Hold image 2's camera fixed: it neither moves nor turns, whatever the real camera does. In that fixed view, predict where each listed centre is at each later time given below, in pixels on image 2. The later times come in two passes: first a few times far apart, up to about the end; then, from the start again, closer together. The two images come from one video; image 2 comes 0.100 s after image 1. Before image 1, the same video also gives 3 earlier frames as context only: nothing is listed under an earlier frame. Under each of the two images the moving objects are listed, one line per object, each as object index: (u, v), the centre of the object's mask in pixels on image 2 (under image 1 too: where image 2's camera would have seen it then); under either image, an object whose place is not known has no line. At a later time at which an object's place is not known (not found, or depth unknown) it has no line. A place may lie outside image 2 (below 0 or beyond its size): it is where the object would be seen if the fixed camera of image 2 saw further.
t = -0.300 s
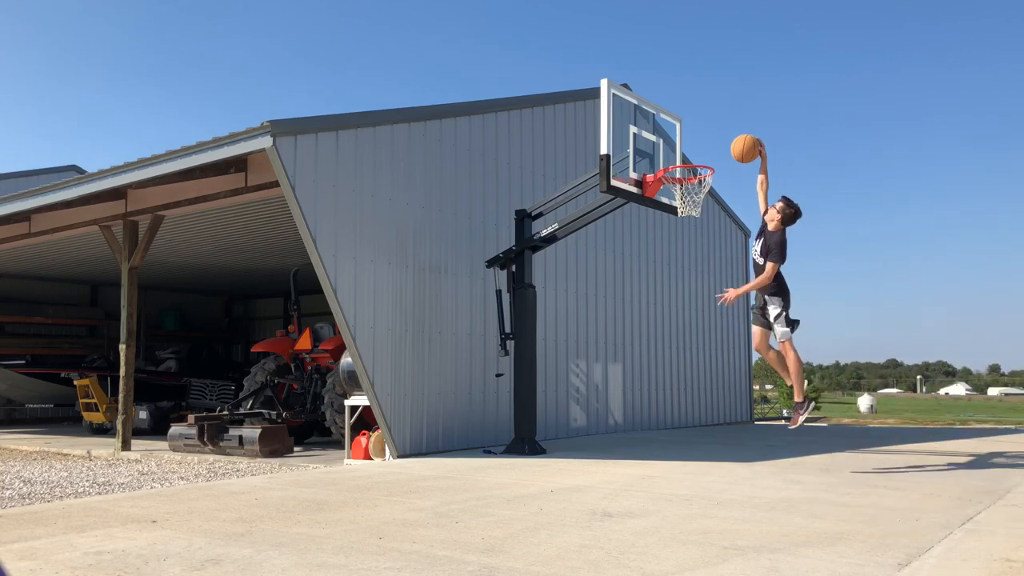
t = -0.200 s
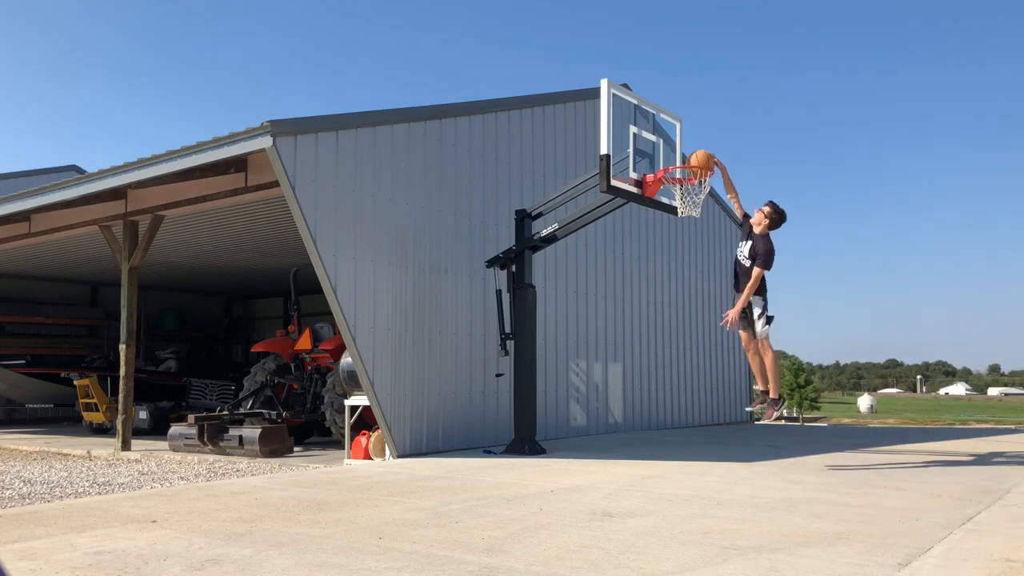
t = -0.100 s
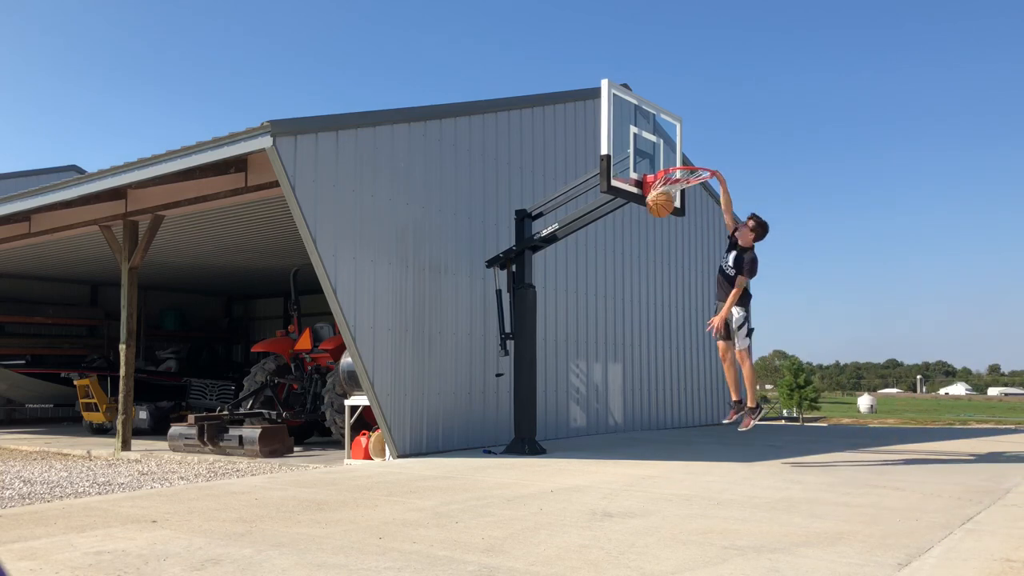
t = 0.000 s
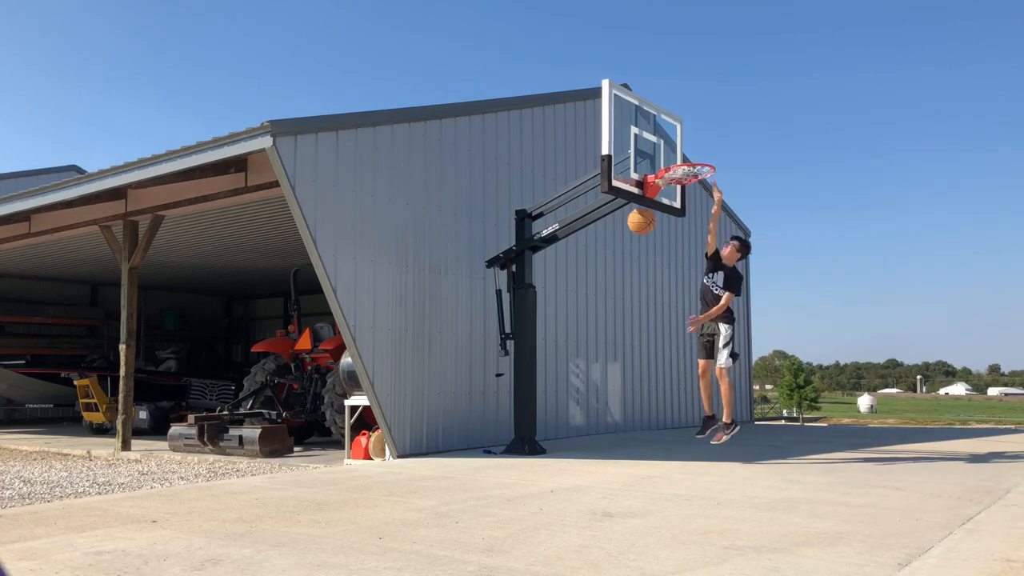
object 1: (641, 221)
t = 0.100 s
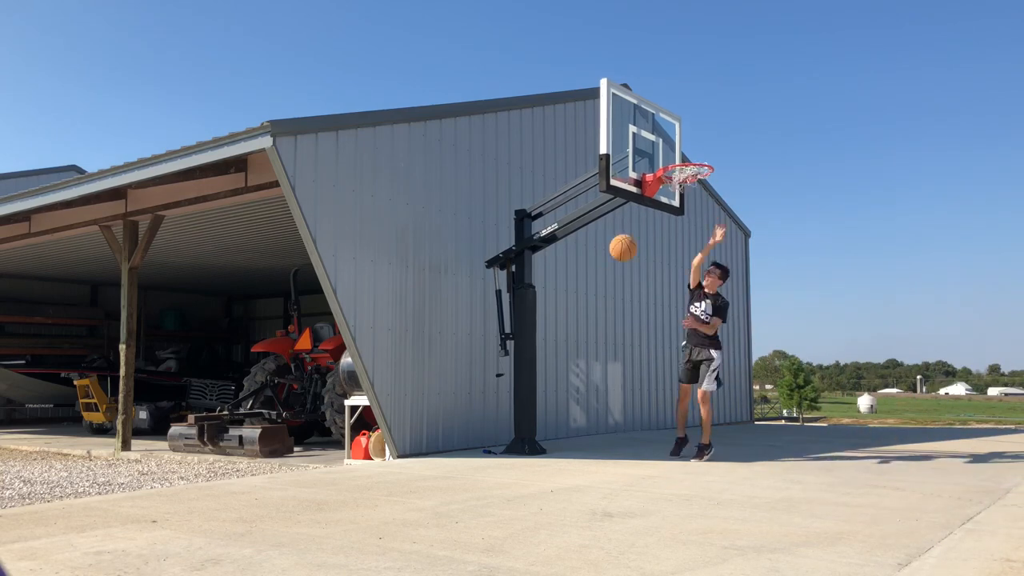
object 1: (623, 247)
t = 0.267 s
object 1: (593, 314)
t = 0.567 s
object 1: (561, 415)
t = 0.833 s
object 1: (584, 326)
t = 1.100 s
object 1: (607, 314)
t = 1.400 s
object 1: (634, 388)
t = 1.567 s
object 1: (649, 431)
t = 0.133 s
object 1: (617, 259)
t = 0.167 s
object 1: (611, 271)
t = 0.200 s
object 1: (605, 285)
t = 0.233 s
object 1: (599, 299)
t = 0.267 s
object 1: (593, 314)
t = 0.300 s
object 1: (588, 331)
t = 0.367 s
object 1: (577, 368)
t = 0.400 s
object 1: (570, 388)
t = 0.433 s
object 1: (565, 408)
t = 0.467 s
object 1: (559, 430)
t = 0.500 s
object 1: (555, 450)
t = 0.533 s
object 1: (558, 432)
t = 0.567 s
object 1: (561, 415)
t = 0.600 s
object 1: (564, 400)
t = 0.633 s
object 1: (567, 385)
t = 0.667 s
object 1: (570, 372)
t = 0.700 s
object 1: (572, 360)
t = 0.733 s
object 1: (575, 350)
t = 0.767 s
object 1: (578, 341)
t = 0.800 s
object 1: (581, 332)
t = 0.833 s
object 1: (584, 326)
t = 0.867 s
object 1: (587, 320)
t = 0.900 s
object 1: (590, 316)
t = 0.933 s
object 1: (592, 312)
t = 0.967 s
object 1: (595, 310)
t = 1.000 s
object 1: (598, 309)
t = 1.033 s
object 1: (601, 310)
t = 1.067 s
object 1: (604, 311)
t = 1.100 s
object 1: (607, 314)
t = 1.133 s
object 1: (610, 318)
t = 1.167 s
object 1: (613, 323)
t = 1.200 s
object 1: (616, 329)
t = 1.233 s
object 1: (619, 336)
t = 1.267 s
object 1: (622, 344)
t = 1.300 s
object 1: (625, 354)
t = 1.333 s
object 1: (628, 364)
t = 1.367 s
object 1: (631, 375)
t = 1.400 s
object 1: (634, 388)
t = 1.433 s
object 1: (637, 402)
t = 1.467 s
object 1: (640, 417)
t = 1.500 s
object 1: (644, 432)
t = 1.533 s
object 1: (647, 445)
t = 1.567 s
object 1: (649, 431)
